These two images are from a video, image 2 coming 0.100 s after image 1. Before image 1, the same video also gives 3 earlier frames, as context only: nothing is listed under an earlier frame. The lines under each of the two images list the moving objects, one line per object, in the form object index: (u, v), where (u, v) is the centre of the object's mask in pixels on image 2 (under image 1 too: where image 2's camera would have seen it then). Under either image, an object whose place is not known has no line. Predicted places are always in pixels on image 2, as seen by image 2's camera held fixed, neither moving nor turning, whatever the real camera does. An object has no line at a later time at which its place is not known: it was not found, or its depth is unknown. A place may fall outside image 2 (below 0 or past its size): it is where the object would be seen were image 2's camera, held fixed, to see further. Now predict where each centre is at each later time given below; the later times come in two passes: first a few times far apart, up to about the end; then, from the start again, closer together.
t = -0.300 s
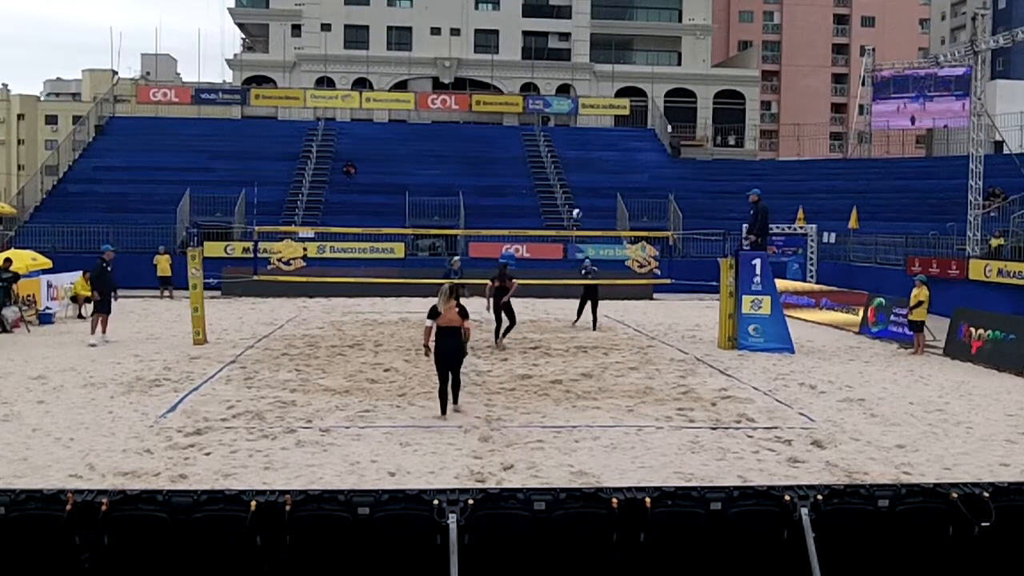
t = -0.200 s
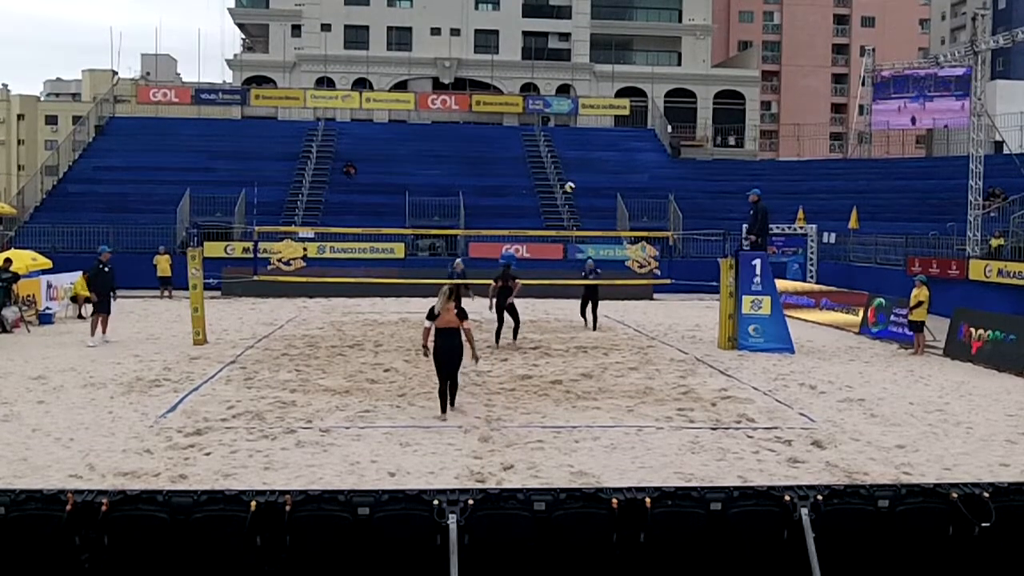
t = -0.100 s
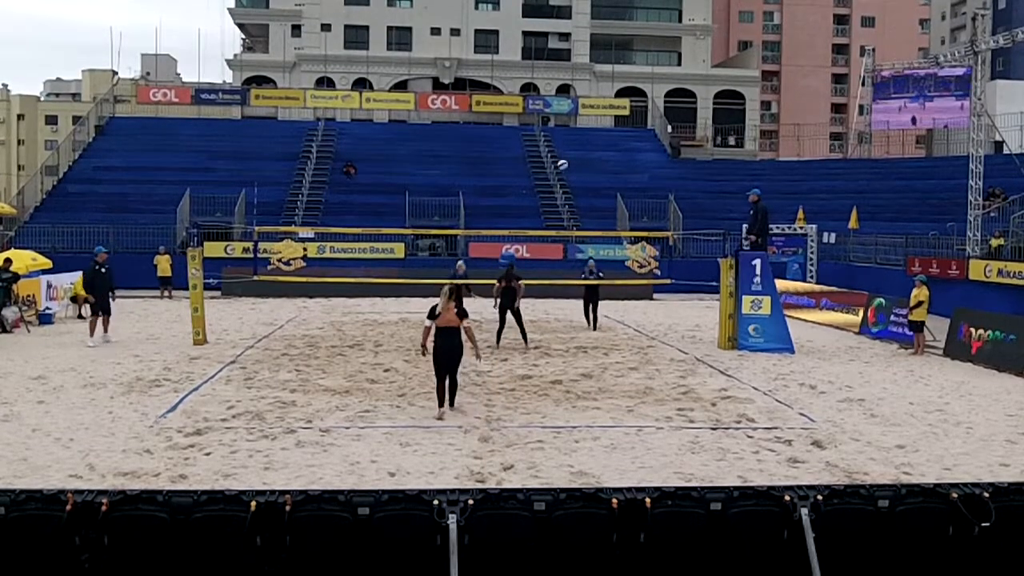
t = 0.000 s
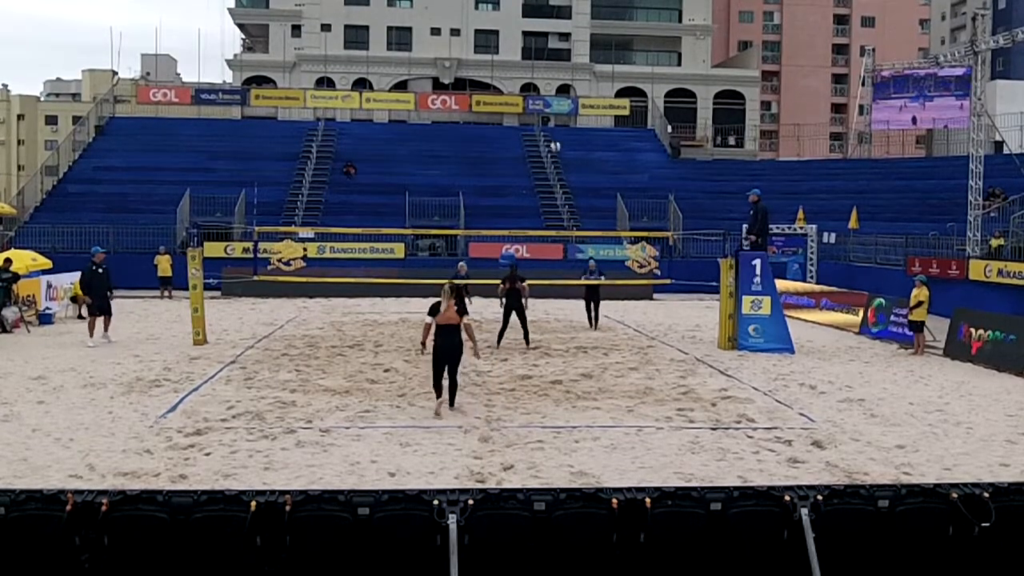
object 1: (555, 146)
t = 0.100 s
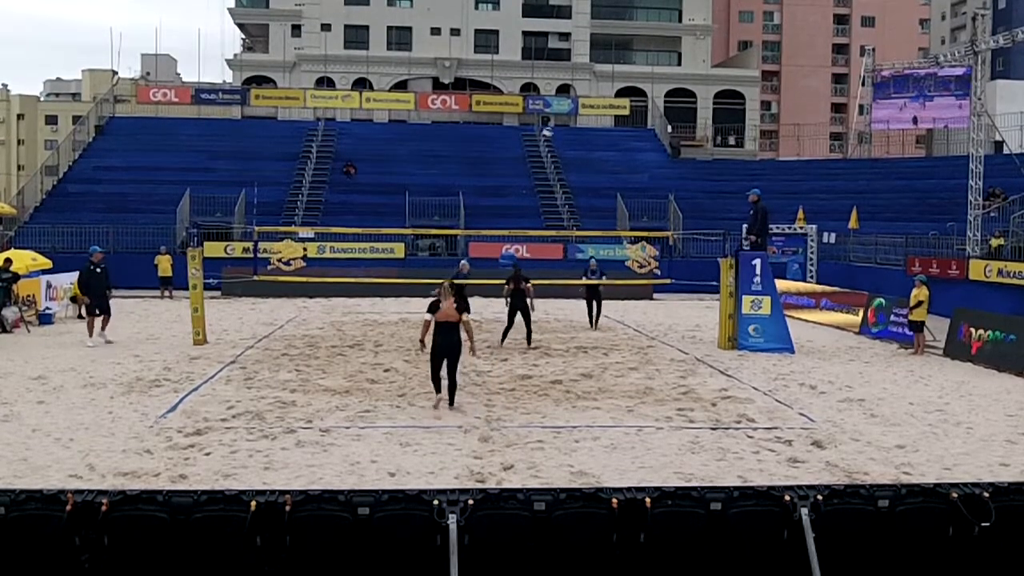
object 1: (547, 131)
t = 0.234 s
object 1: (537, 121)
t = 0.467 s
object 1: (518, 120)
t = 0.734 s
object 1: (494, 150)
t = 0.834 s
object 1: (485, 170)
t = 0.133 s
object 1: (545, 129)
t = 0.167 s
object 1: (542, 126)
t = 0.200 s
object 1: (539, 123)
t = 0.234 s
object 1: (537, 121)
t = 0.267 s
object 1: (534, 119)
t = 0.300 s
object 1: (531, 118)
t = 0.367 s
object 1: (526, 116)
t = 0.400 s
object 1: (523, 118)
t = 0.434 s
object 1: (520, 119)
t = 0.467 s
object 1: (518, 120)
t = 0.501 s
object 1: (515, 121)
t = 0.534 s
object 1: (512, 125)
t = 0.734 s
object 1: (494, 150)
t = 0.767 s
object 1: (491, 156)
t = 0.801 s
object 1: (488, 163)
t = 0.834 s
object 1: (485, 170)
